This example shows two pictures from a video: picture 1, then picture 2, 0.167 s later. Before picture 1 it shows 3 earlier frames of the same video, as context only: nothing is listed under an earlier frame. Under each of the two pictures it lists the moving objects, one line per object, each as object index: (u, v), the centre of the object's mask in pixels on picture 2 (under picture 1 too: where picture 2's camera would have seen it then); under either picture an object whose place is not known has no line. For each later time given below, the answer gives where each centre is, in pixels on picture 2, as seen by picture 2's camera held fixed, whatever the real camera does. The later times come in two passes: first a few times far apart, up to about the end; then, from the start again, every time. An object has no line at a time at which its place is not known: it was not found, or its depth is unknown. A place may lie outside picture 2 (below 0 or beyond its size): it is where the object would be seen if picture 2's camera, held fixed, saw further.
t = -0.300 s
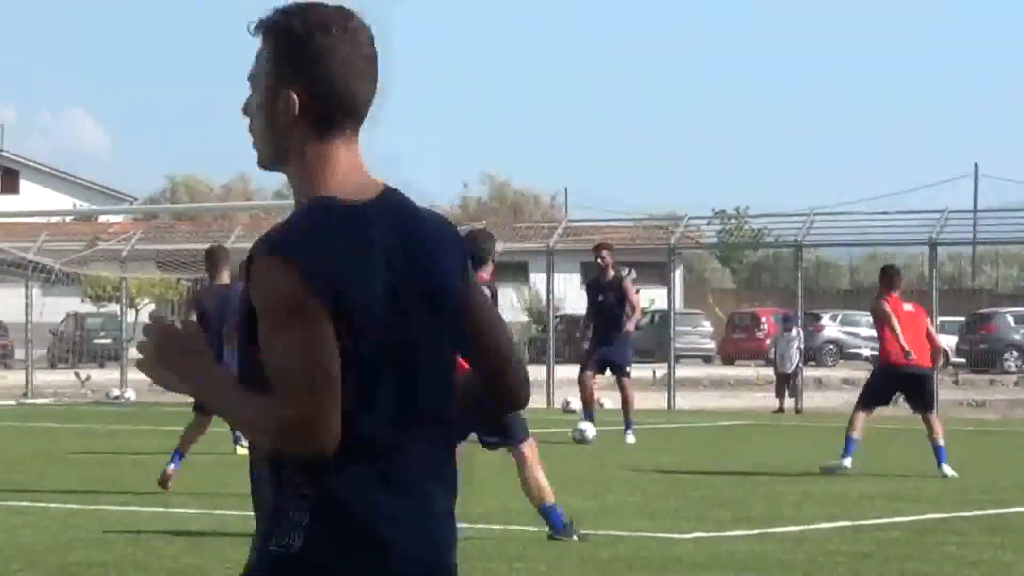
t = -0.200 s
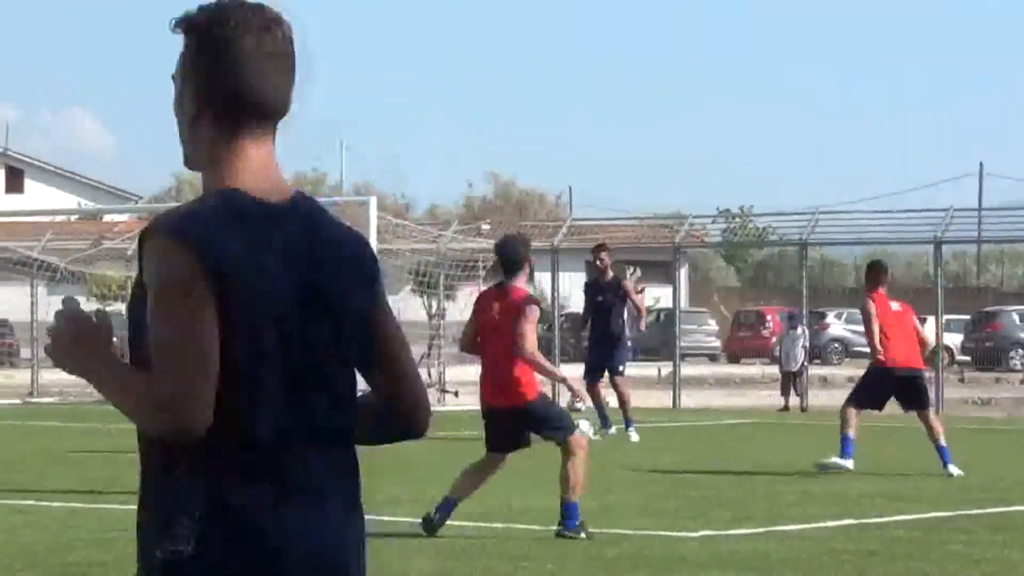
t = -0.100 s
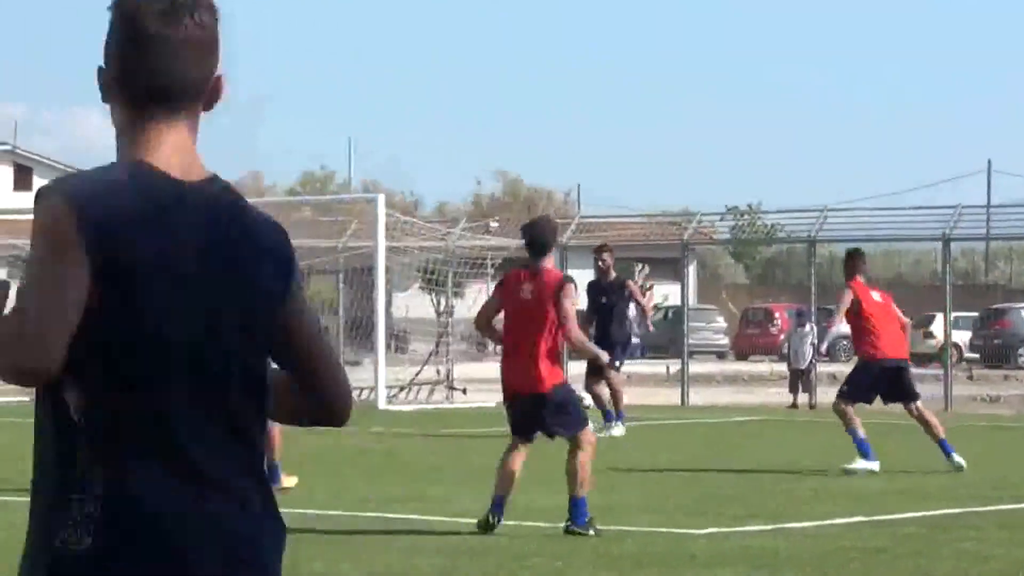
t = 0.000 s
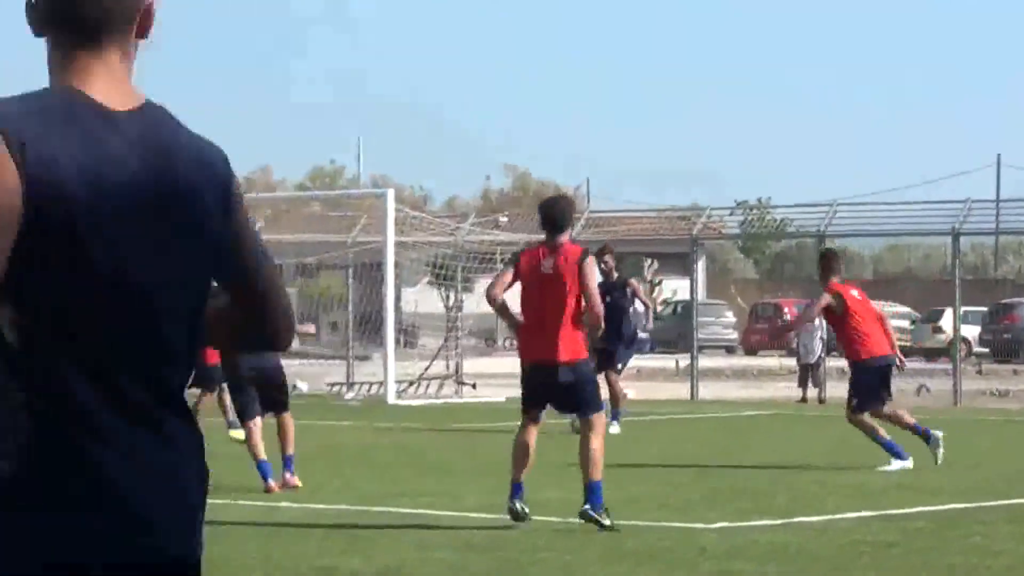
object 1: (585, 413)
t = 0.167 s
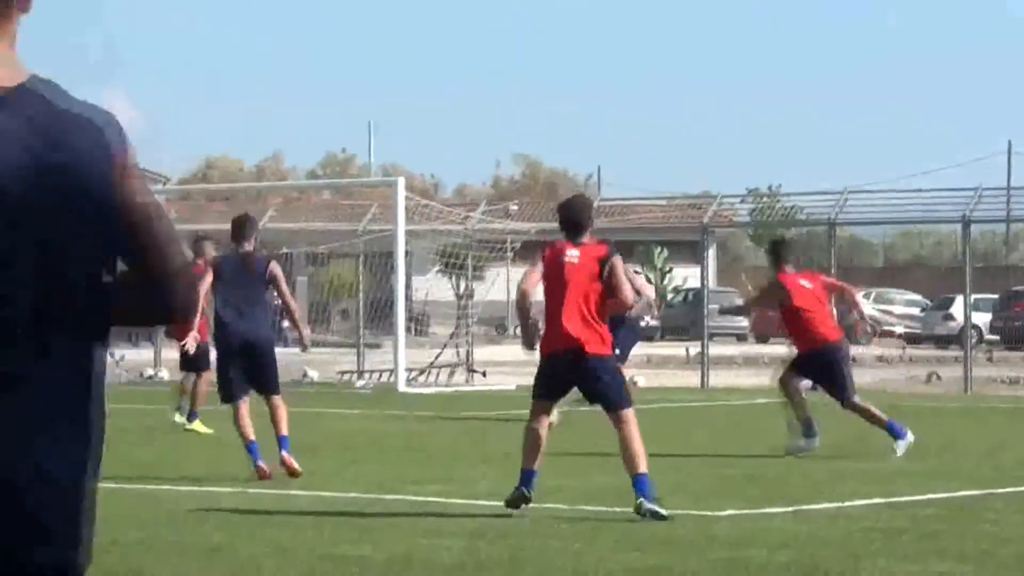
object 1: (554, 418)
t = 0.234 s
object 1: (519, 415)
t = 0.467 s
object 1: (429, 428)
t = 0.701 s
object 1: (337, 445)
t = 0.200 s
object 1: (524, 414)
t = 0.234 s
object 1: (519, 415)
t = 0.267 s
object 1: (509, 417)
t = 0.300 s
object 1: (494, 420)
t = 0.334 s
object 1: (483, 421)
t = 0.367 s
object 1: (469, 427)
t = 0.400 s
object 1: (453, 428)
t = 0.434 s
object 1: (441, 428)
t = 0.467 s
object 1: (429, 428)
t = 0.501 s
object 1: (413, 433)
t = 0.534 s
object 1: (401, 436)
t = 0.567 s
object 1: (389, 436)
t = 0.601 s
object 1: (376, 436)
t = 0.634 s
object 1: (363, 438)
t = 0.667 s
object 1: (351, 442)
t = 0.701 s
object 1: (337, 445)
